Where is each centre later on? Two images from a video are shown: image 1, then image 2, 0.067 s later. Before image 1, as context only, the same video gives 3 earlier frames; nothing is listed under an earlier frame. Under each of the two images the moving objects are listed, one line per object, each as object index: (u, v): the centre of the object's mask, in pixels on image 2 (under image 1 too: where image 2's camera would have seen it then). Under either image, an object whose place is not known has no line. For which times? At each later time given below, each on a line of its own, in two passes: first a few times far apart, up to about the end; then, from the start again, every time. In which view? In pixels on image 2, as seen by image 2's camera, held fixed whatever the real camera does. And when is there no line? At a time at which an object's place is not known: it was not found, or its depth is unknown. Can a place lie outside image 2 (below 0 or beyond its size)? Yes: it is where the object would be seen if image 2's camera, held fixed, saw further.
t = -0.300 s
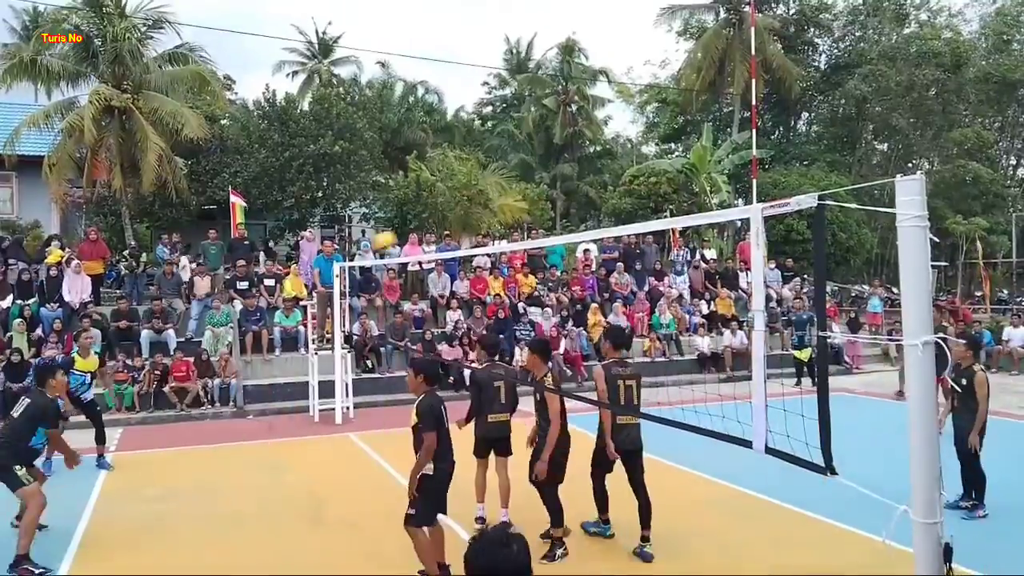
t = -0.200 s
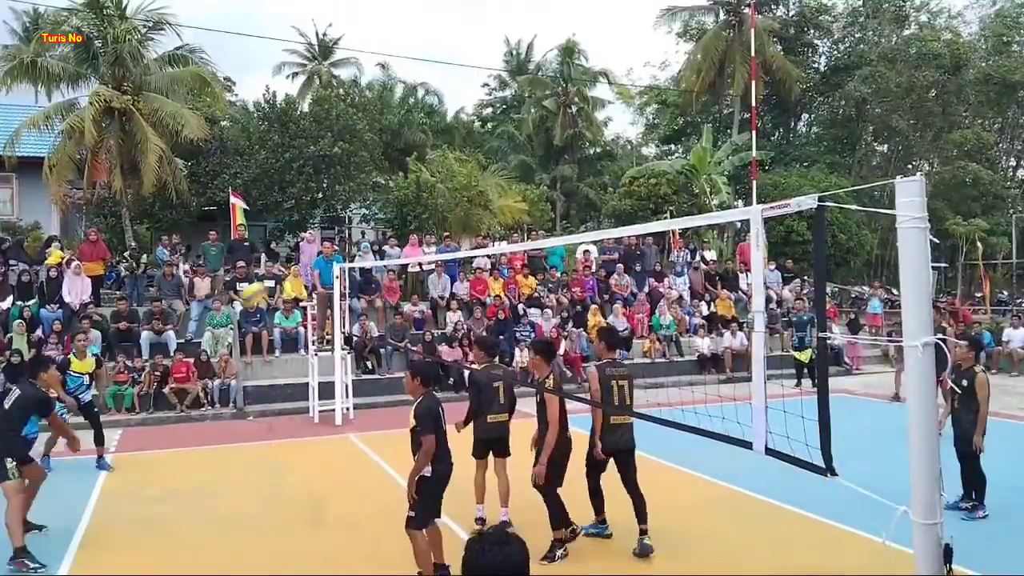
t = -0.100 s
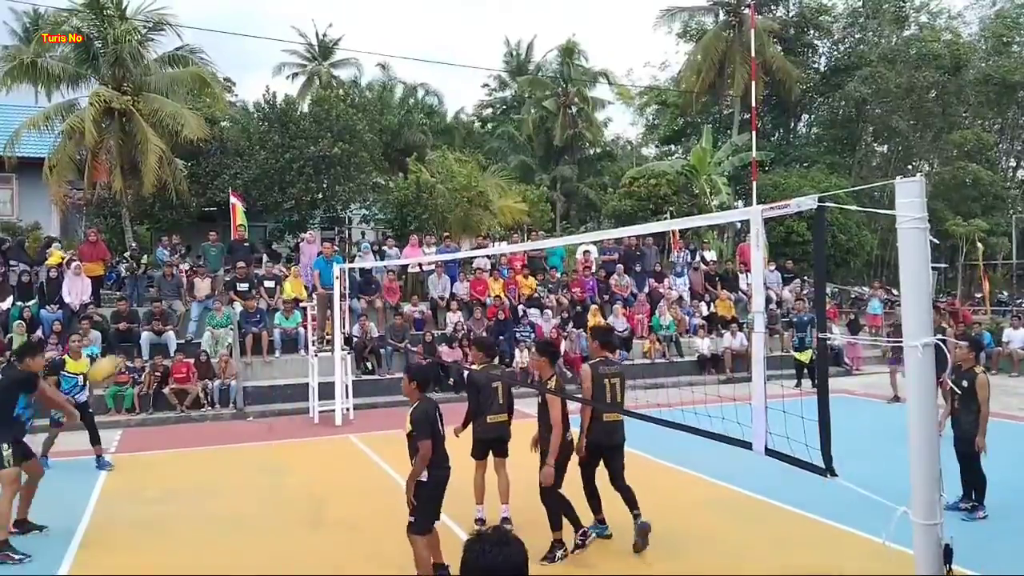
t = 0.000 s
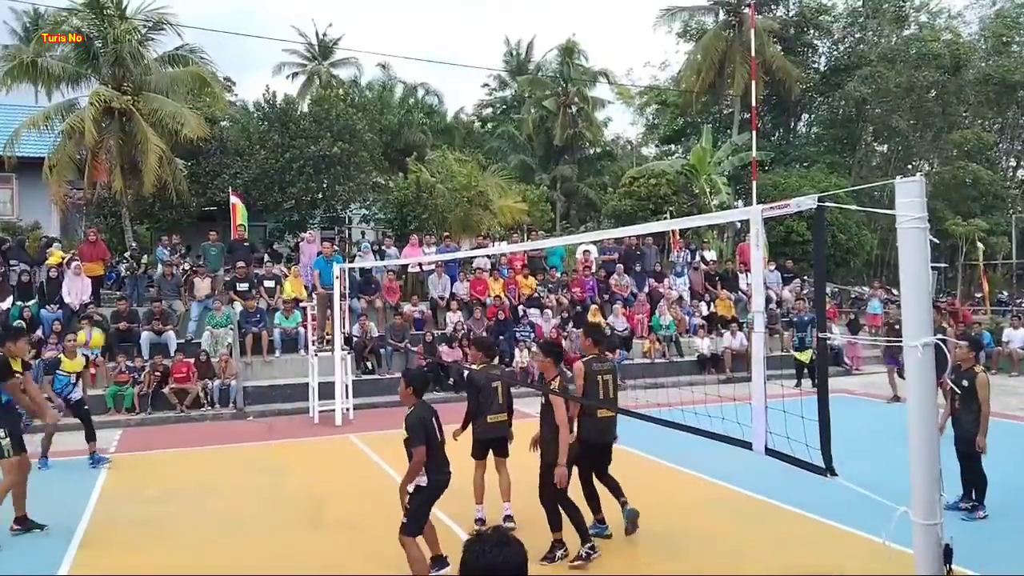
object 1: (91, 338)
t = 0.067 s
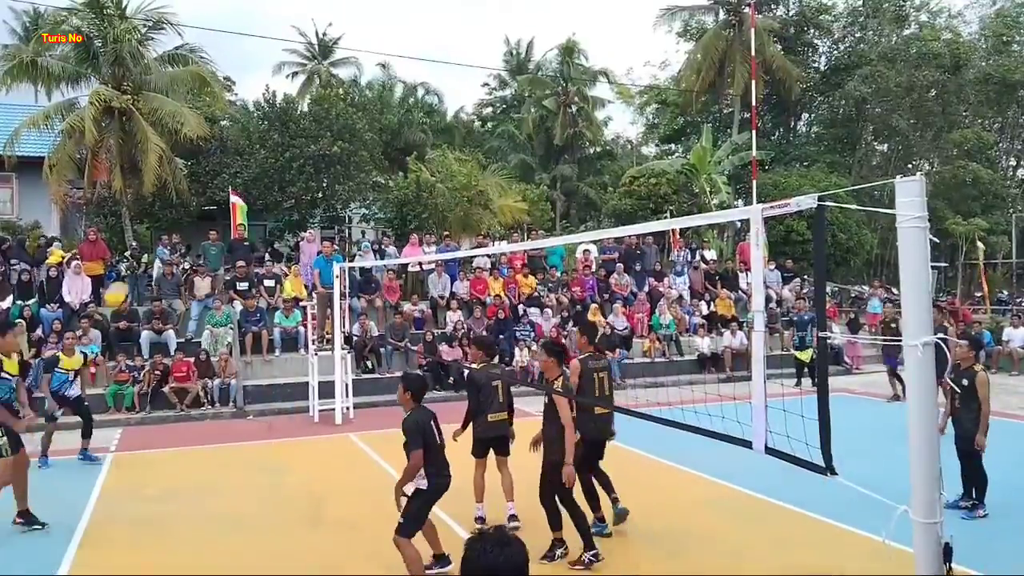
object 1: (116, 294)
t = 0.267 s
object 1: (201, 193)
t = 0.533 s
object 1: (316, 124)
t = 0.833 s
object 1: (450, 142)
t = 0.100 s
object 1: (130, 277)
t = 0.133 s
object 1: (143, 257)
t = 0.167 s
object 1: (158, 237)
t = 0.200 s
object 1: (172, 221)
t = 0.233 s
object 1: (186, 207)
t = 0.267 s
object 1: (201, 193)
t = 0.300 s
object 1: (215, 179)
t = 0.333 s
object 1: (229, 167)
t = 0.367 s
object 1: (243, 157)
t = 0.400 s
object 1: (257, 148)
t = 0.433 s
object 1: (272, 140)
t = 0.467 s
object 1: (285, 132)
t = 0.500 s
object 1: (301, 127)
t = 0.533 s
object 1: (316, 124)
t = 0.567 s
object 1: (330, 121)
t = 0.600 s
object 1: (345, 118)
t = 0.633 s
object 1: (359, 117)
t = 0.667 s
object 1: (374, 118)
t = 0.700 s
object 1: (390, 121)
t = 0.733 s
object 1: (406, 126)
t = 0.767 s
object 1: (419, 129)
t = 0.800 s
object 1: (435, 135)
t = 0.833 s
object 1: (450, 142)
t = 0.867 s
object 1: (466, 150)
